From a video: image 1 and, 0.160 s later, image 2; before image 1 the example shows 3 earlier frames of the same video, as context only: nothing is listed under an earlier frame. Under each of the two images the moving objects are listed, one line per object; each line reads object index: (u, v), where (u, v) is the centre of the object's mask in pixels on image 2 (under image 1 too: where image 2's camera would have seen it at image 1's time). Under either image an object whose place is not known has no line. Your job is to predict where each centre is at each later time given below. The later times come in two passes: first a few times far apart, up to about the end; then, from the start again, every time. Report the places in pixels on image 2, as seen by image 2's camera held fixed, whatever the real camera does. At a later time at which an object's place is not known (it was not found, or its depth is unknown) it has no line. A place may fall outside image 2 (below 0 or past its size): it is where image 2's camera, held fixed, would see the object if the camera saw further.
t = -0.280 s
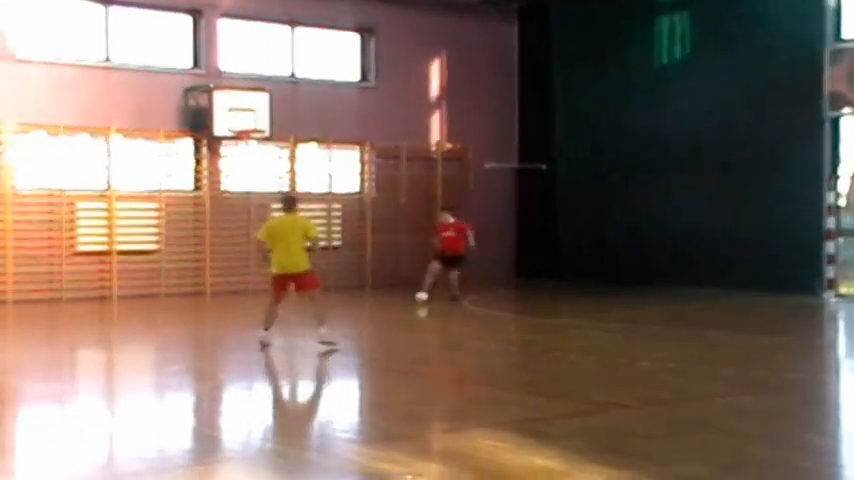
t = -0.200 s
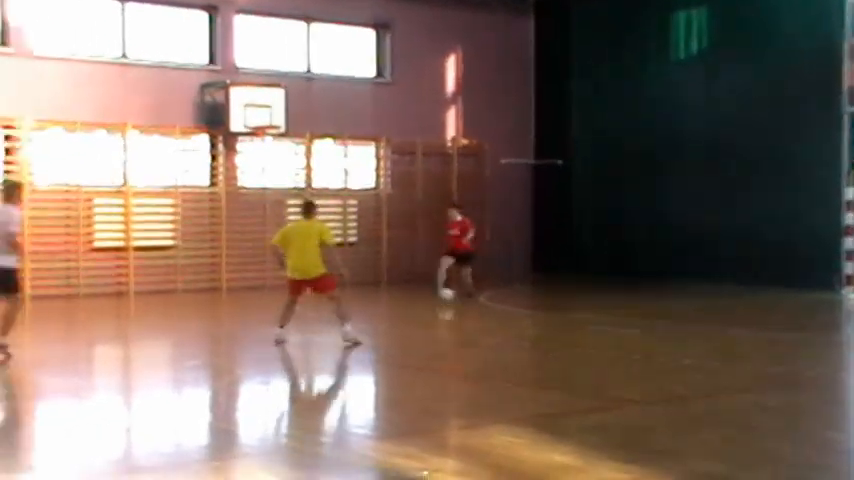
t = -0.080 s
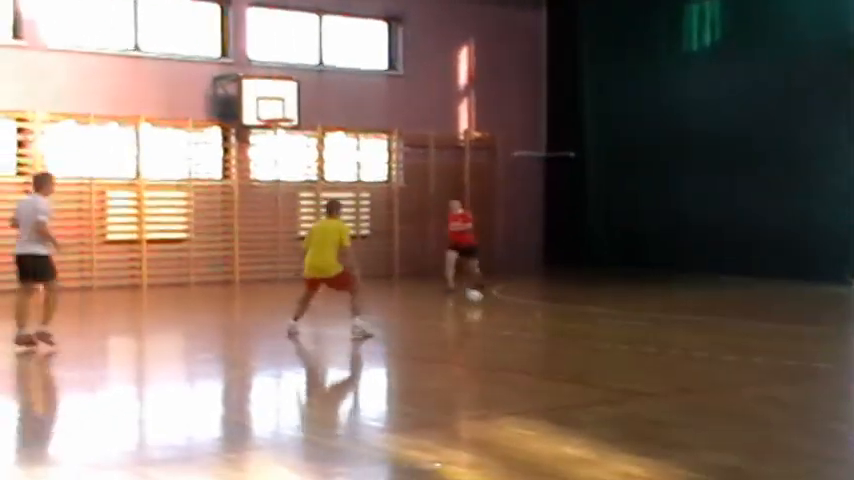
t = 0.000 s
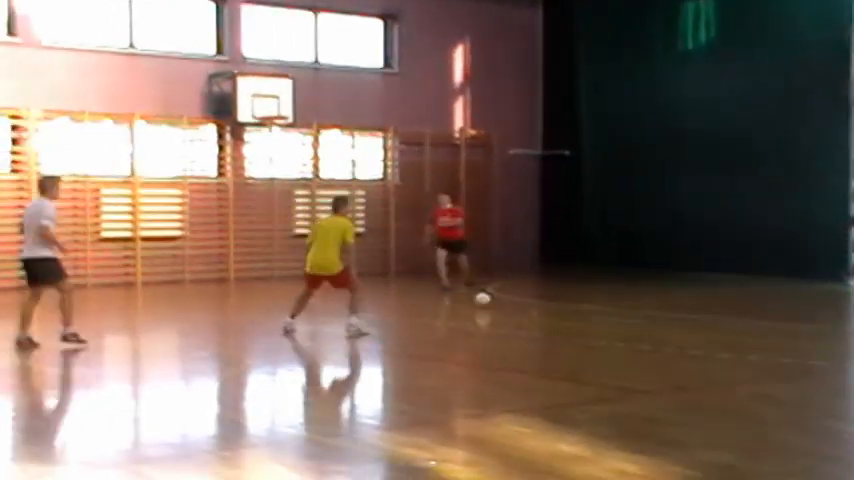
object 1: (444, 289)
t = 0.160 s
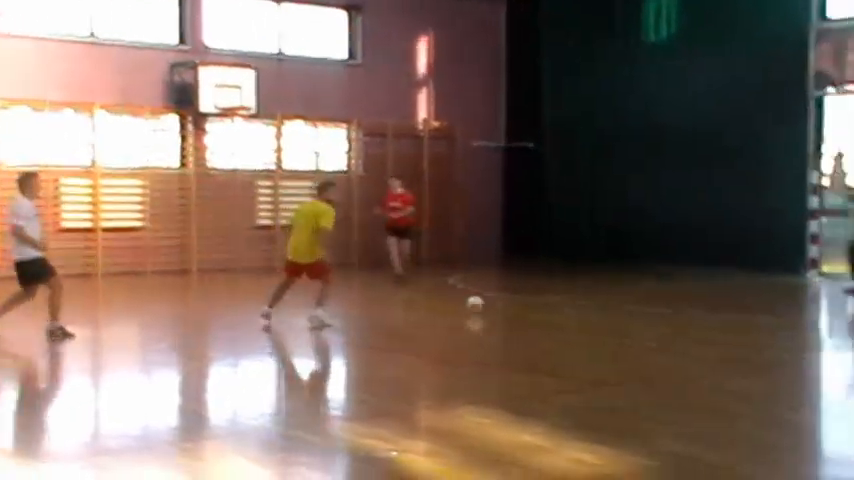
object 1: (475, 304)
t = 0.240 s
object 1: (490, 311)
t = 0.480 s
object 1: (551, 334)
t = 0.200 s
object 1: (483, 306)
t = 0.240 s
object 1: (490, 311)
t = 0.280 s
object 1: (500, 315)
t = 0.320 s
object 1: (510, 319)
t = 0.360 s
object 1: (519, 322)
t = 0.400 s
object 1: (530, 326)
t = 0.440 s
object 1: (541, 330)
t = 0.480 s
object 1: (551, 334)
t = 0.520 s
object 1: (564, 338)
